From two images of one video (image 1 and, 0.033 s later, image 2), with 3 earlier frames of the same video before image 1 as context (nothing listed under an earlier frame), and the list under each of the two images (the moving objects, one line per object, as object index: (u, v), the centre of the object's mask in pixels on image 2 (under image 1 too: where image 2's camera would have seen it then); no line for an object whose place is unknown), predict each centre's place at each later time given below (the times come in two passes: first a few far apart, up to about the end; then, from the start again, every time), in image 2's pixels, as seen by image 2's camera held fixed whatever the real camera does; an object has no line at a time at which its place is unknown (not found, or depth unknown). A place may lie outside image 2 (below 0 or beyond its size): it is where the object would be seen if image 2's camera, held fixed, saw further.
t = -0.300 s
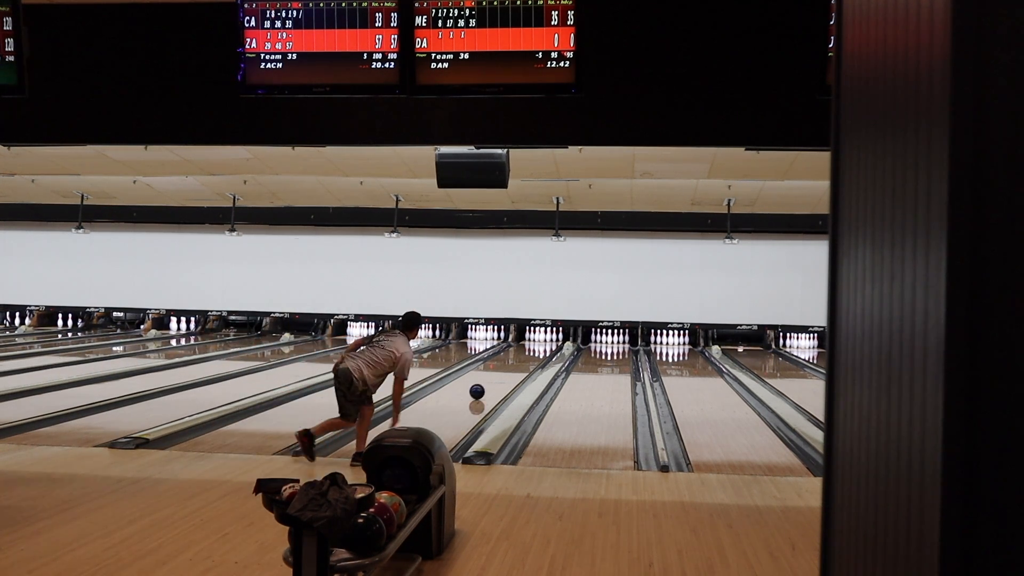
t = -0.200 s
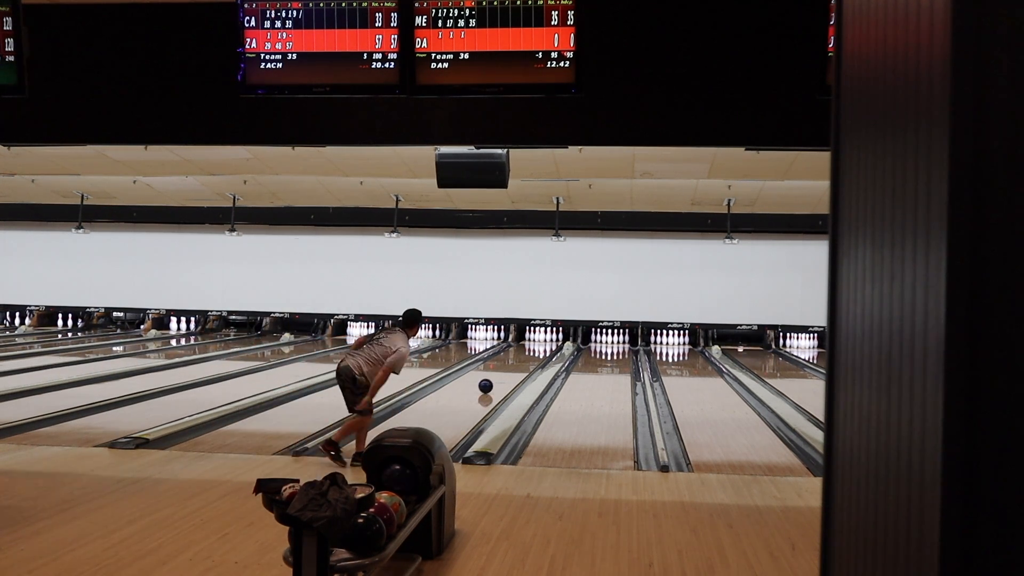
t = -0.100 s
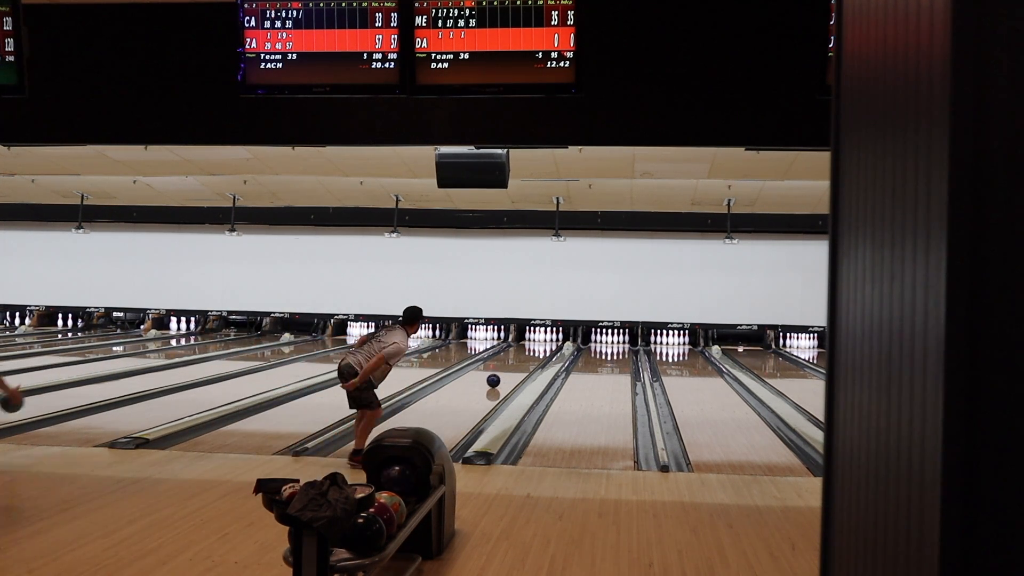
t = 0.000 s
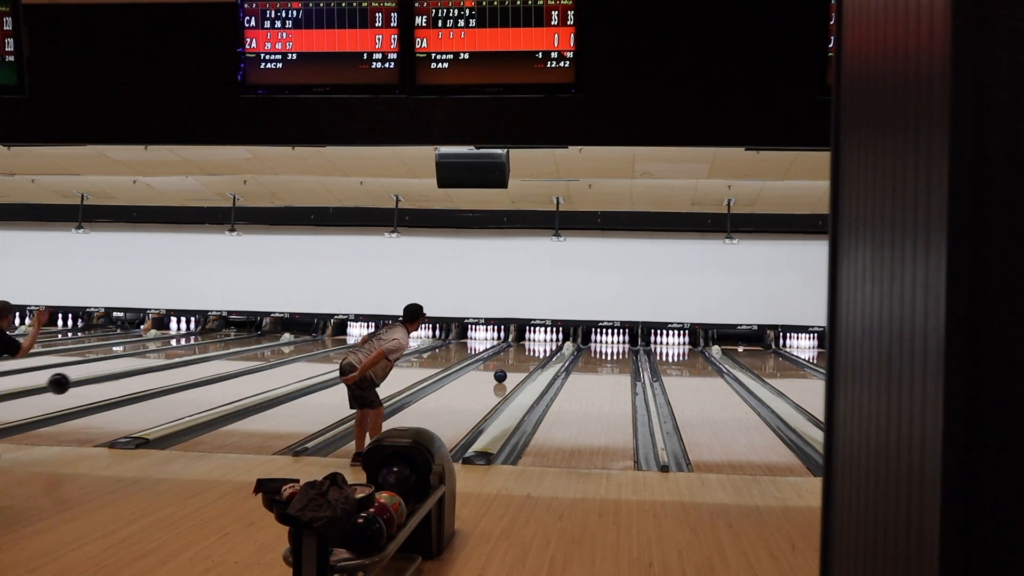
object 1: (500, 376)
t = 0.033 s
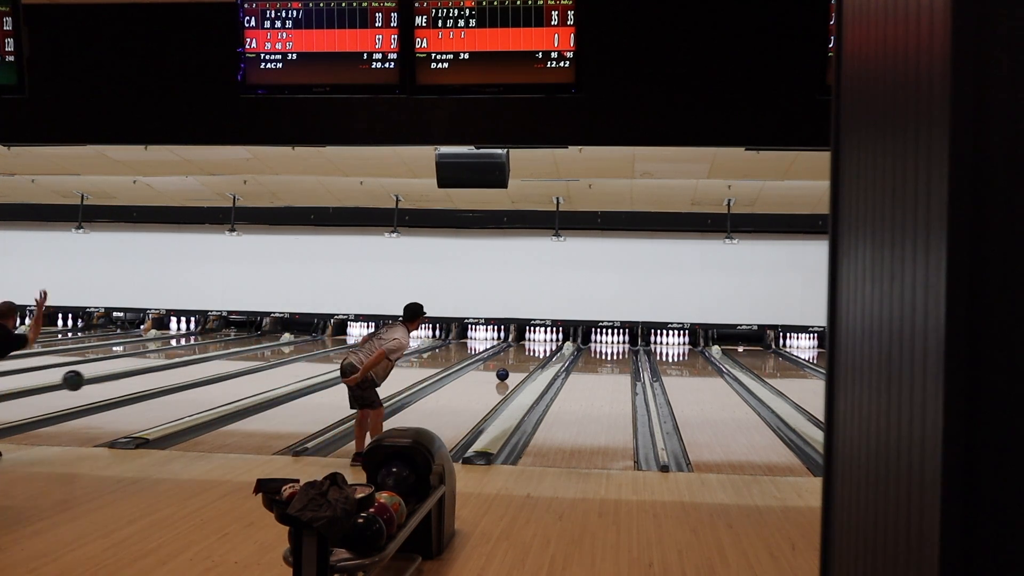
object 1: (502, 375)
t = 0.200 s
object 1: (512, 368)
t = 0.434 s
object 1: (523, 360)
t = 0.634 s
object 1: (530, 354)
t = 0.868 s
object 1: (537, 349)
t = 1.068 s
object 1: (542, 345)
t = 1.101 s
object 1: (542, 344)
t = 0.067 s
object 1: (504, 373)
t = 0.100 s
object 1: (506, 372)
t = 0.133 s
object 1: (508, 370)
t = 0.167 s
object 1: (510, 369)
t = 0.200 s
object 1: (512, 368)
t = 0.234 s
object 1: (513, 367)
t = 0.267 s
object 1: (515, 366)
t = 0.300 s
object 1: (517, 364)
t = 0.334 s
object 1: (518, 363)
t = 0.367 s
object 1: (520, 362)
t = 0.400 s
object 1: (522, 361)
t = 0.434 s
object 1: (523, 360)
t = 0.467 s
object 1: (524, 359)
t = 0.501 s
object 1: (526, 358)
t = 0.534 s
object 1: (527, 357)
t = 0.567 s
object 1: (528, 356)
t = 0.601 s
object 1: (529, 355)
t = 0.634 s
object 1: (530, 354)
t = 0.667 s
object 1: (532, 353)
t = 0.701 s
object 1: (533, 353)
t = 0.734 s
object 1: (534, 352)
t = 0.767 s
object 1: (535, 351)
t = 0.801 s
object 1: (535, 350)
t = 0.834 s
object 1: (536, 350)
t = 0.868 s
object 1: (537, 349)
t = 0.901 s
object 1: (538, 348)
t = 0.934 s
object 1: (539, 347)
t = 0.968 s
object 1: (540, 347)
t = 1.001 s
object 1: (541, 346)
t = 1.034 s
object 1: (541, 345)
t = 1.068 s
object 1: (542, 345)
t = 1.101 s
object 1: (542, 344)
